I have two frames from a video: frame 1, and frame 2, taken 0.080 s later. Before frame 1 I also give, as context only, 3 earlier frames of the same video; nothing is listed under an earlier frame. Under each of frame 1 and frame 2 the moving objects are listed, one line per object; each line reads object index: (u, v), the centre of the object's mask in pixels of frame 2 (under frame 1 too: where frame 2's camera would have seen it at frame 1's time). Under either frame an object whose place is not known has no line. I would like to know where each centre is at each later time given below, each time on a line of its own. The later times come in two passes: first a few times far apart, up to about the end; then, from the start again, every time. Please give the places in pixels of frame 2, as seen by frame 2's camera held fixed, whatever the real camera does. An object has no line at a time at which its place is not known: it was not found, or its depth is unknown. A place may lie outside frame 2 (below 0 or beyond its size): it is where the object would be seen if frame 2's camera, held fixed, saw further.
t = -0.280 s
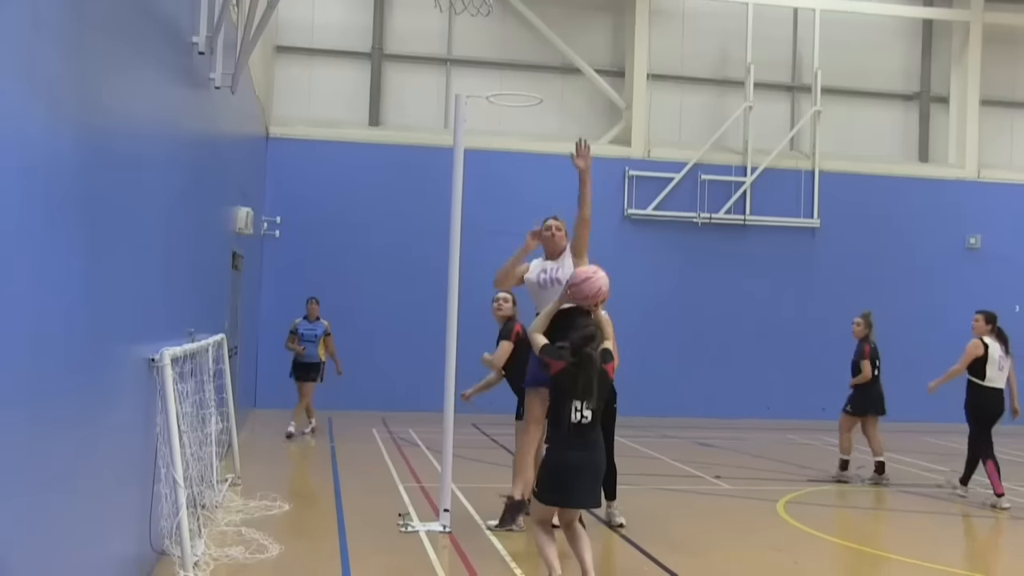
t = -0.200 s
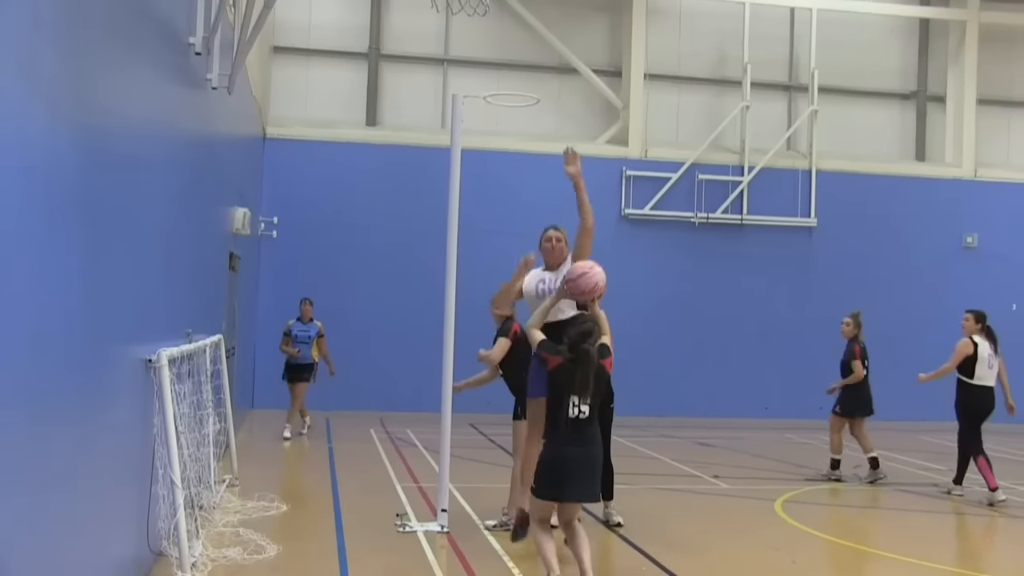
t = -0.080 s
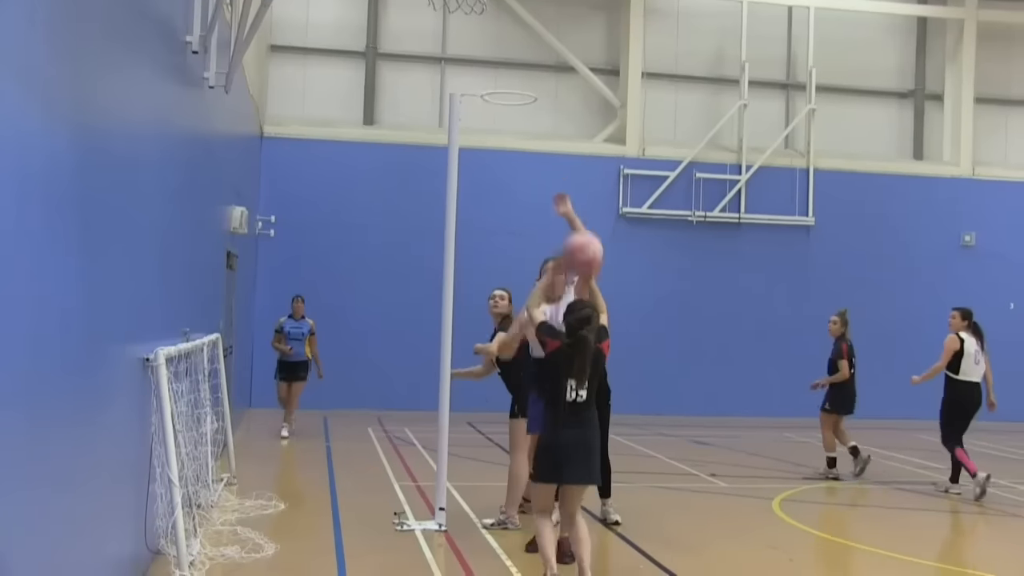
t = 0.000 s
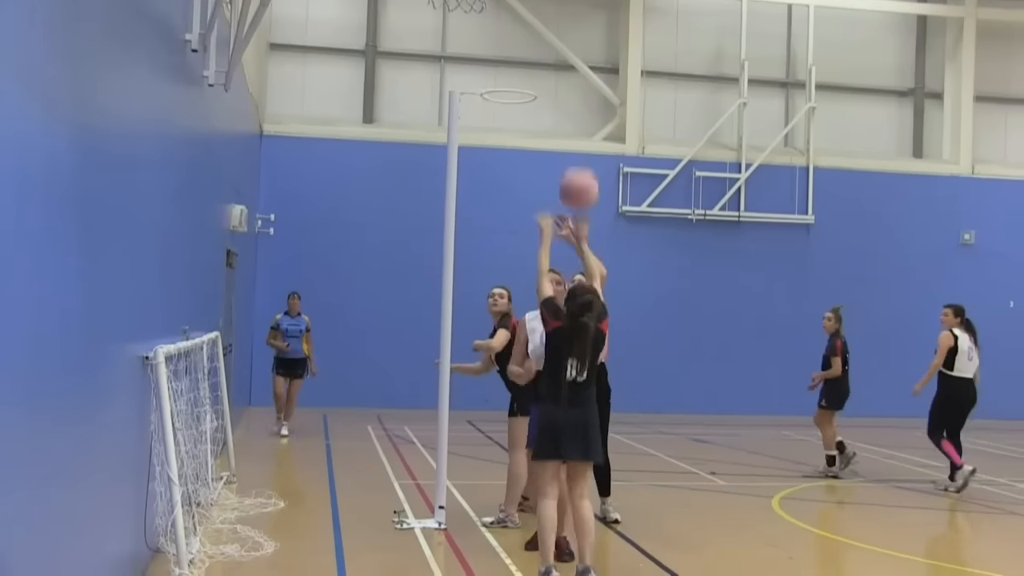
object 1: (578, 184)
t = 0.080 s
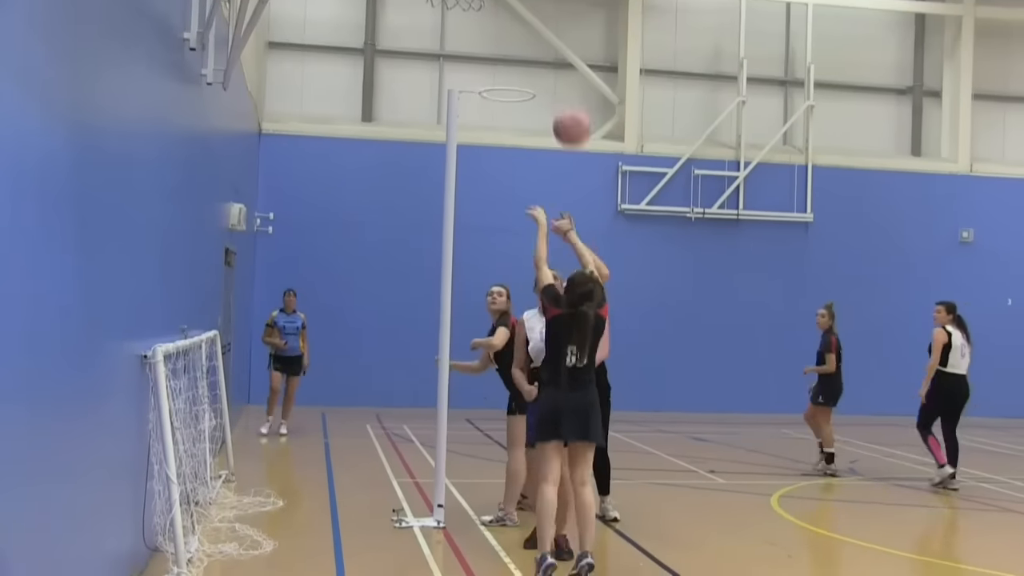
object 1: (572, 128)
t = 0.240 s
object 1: (562, 49)
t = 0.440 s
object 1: (549, 19)
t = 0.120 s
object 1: (570, 103)
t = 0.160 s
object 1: (567, 81)
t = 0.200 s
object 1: (565, 63)
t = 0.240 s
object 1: (562, 49)
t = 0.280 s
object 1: (559, 35)
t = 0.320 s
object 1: (556, 27)
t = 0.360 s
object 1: (554, 21)
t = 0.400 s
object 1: (551, 19)
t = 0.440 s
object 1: (549, 19)
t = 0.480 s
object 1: (546, 20)
